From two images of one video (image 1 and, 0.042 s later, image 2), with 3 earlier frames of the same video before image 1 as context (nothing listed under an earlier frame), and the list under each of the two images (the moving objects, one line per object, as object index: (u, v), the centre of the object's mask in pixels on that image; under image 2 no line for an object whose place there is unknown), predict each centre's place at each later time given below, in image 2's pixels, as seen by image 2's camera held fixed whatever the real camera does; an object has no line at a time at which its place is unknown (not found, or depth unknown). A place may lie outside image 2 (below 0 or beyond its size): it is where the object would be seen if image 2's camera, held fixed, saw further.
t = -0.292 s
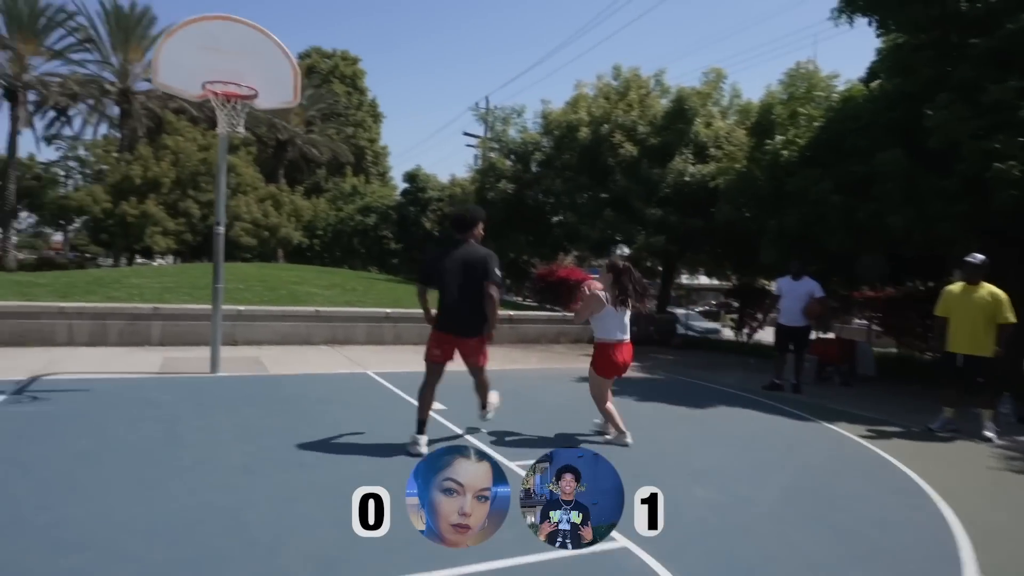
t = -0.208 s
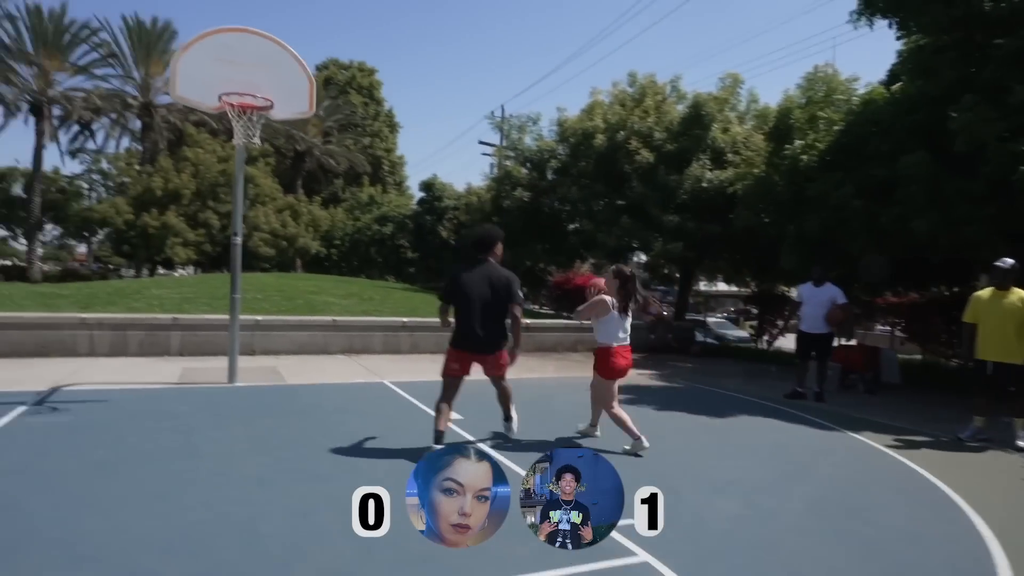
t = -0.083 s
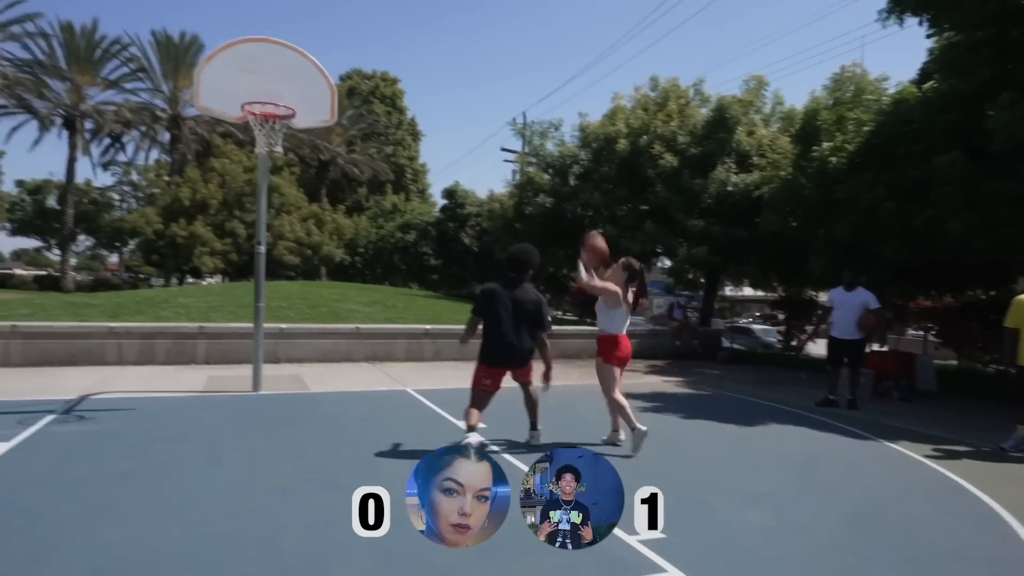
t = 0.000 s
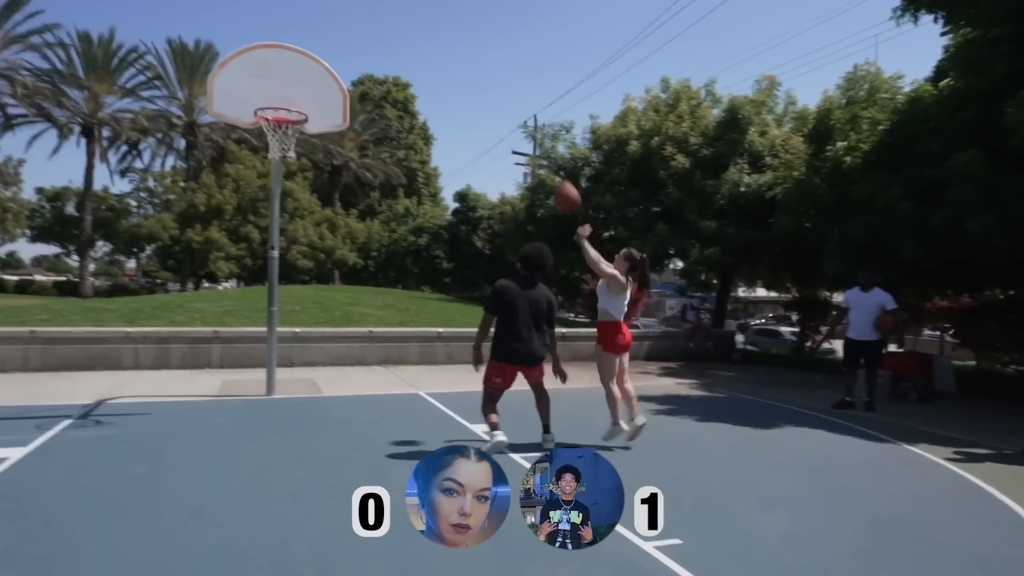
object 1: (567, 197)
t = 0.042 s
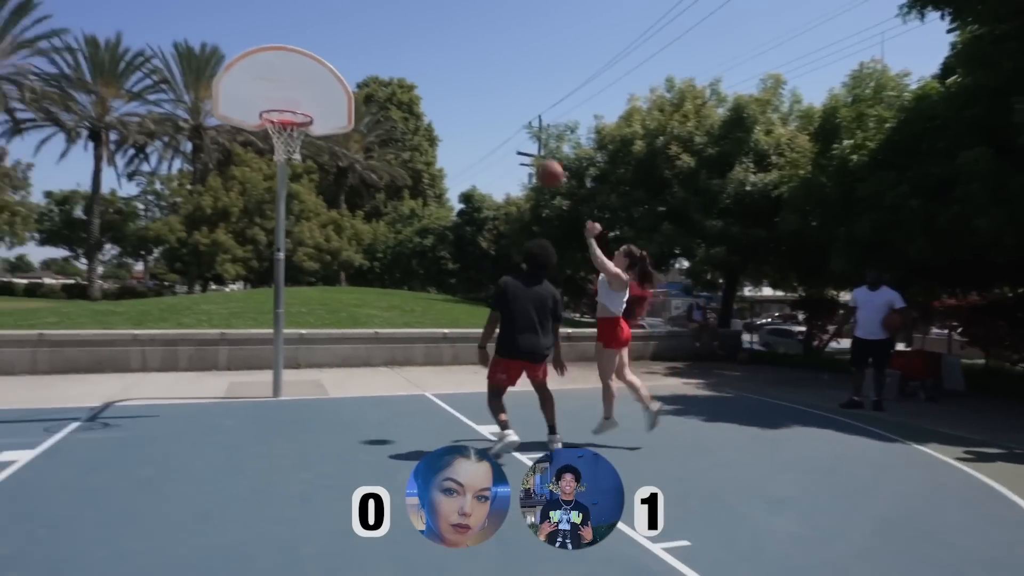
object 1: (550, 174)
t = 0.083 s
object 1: (530, 152)
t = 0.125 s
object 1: (510, 134)
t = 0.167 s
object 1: (491, 118)
